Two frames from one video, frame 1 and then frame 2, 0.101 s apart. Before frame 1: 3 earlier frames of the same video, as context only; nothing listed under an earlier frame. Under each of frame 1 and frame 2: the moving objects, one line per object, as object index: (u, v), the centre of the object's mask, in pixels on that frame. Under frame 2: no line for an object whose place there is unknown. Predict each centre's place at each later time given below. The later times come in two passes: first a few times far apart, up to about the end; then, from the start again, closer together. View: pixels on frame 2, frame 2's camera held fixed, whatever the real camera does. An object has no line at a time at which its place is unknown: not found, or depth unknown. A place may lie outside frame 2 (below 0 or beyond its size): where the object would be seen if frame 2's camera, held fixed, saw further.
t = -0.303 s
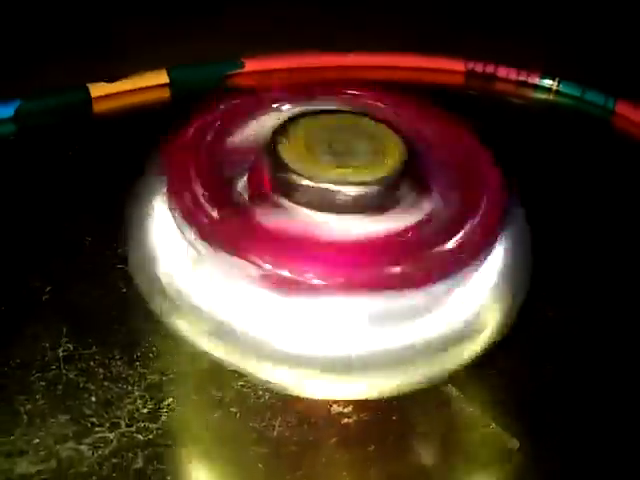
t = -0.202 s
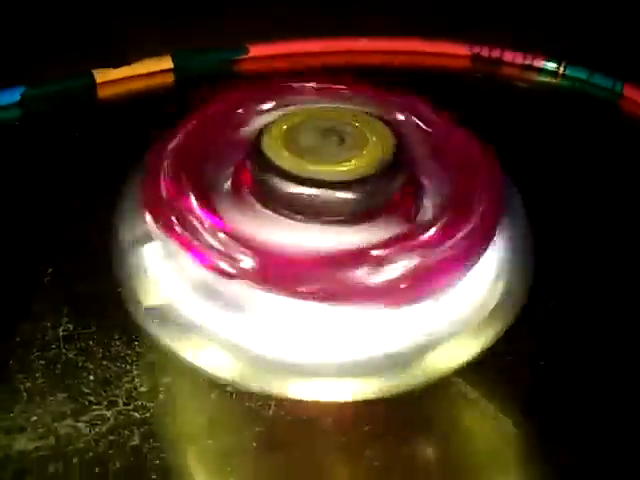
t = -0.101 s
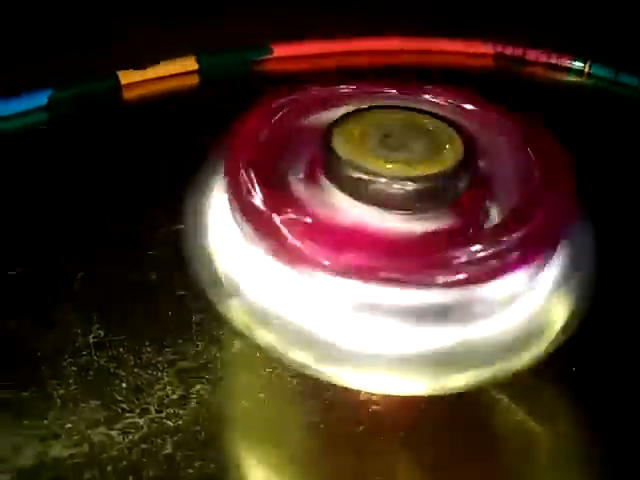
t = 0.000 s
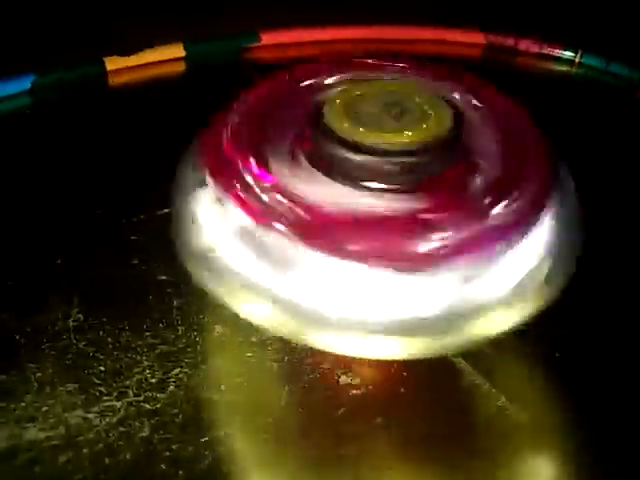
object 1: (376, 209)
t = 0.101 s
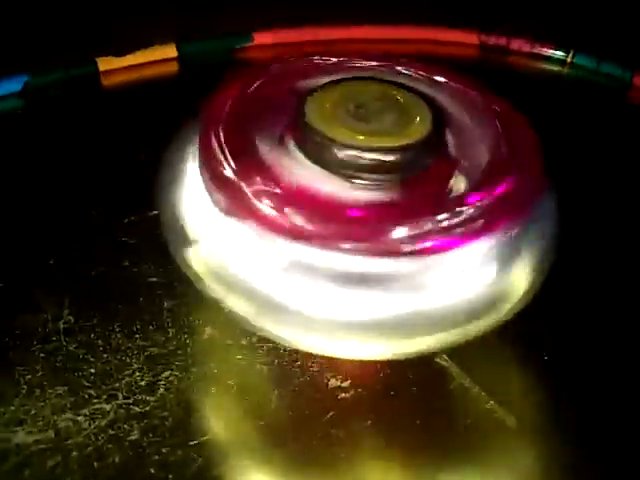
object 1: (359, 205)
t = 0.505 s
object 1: (368, 225)
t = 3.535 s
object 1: (359, 226)
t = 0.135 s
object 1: (354, 205)
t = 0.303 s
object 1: (327, 220)
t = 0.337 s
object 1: (322, 223)
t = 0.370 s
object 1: (324, 235)
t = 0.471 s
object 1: (357, 228)
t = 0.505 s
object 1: (368, 225)
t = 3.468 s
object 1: (342, 231)
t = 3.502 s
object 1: (353, 230)
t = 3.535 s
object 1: (359, 226)
